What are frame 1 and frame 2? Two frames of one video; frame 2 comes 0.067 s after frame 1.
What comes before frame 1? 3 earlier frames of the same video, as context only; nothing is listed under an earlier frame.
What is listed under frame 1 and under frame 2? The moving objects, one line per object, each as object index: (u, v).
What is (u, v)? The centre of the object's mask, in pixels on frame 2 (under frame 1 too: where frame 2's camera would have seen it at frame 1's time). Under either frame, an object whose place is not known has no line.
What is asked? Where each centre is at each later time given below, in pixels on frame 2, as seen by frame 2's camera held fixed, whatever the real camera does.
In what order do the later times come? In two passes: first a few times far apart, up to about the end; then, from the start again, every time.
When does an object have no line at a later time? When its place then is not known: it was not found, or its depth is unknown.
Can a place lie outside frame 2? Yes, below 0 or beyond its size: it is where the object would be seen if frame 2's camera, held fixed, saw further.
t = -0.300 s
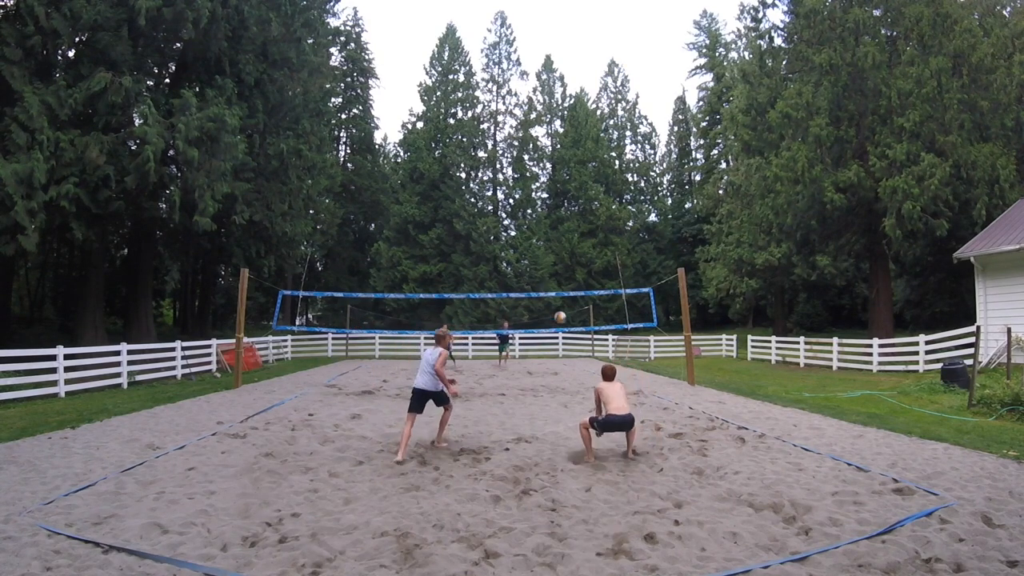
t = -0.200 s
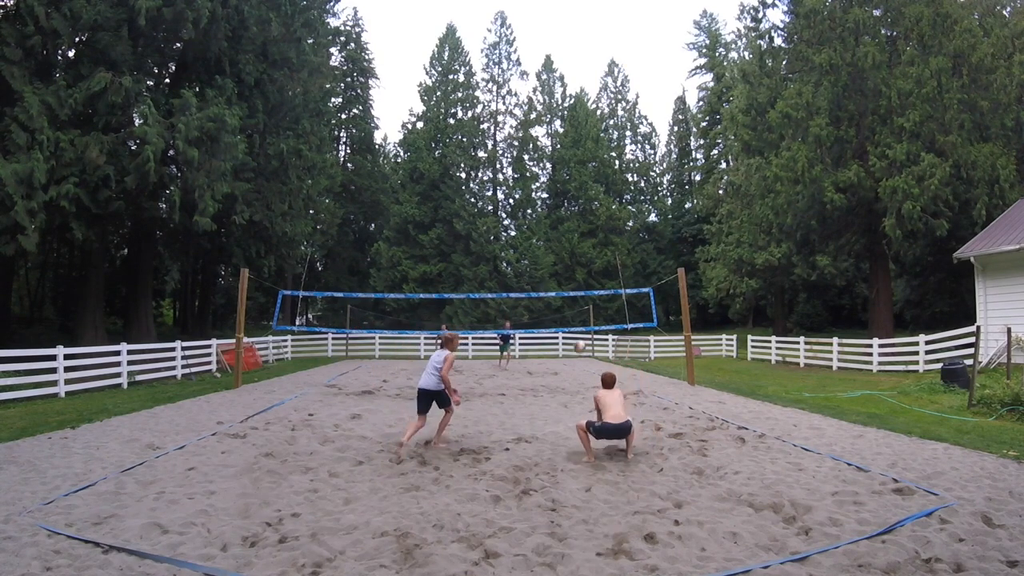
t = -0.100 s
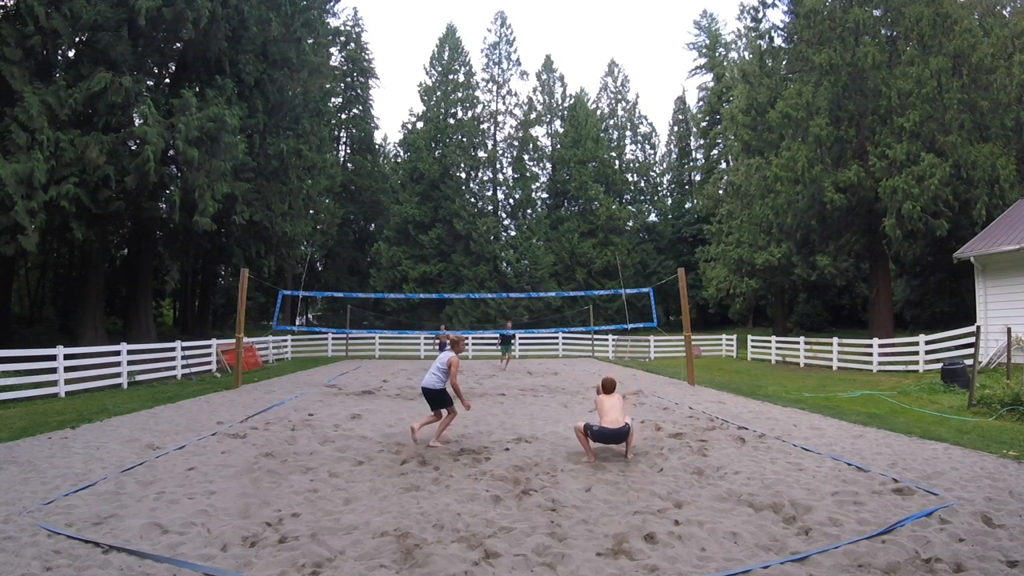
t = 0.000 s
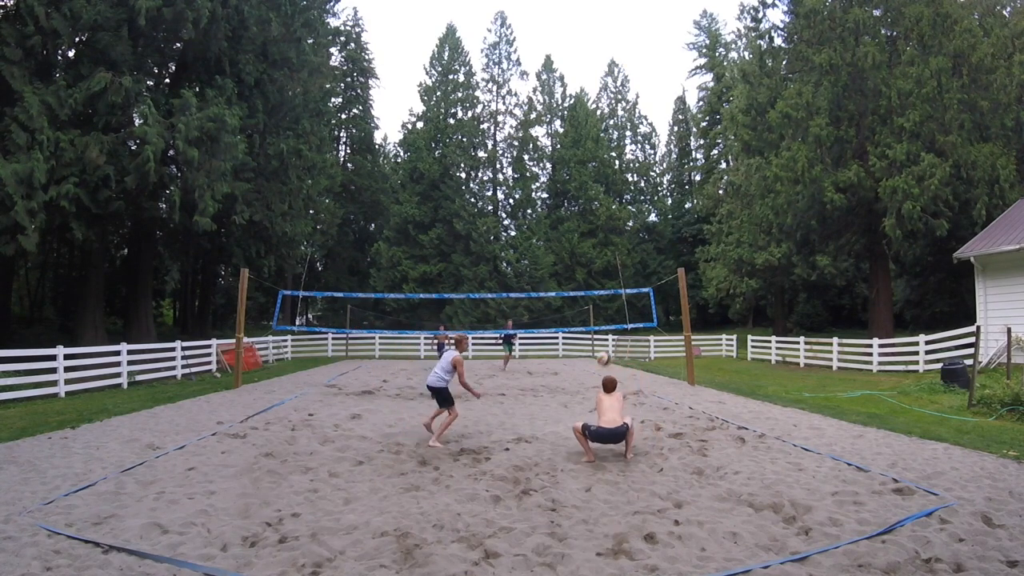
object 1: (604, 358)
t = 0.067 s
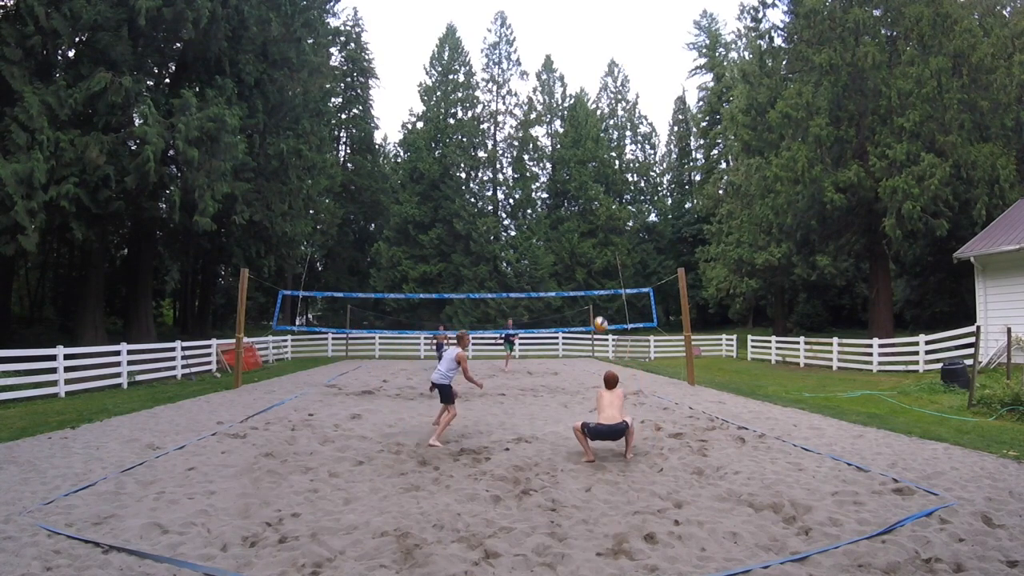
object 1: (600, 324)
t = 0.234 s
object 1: (589, 258)
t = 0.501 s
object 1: (574, 199)
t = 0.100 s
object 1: (598, 309)
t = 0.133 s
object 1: (595, 295)
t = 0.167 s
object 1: (593, 281)
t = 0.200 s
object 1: (591, 269)
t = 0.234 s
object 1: (589, 258)
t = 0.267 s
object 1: (586, 247)
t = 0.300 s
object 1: (585, 237)
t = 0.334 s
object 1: (583, 230)
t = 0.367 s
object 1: (581, 222)
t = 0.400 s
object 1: (579, 215)
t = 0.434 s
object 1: (577, 210)
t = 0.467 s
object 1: (575, 204)
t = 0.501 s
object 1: (574, 199)
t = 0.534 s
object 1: (572, 198)
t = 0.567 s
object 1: (570, 192)
